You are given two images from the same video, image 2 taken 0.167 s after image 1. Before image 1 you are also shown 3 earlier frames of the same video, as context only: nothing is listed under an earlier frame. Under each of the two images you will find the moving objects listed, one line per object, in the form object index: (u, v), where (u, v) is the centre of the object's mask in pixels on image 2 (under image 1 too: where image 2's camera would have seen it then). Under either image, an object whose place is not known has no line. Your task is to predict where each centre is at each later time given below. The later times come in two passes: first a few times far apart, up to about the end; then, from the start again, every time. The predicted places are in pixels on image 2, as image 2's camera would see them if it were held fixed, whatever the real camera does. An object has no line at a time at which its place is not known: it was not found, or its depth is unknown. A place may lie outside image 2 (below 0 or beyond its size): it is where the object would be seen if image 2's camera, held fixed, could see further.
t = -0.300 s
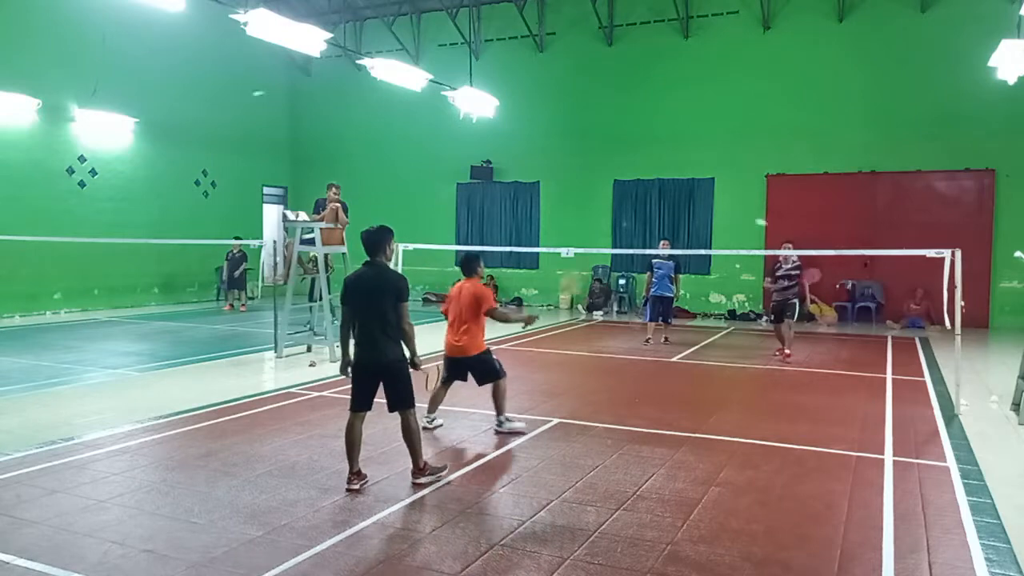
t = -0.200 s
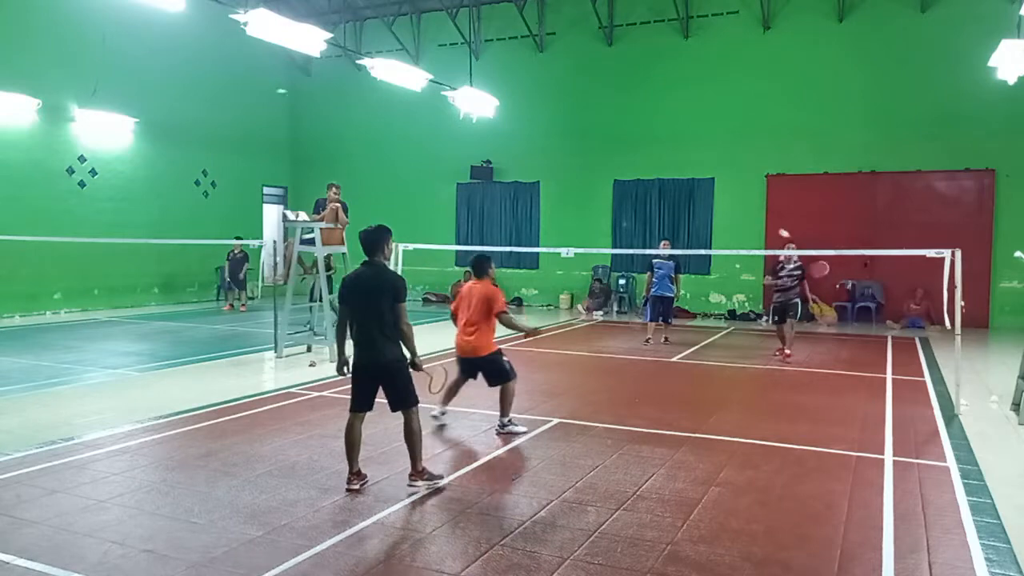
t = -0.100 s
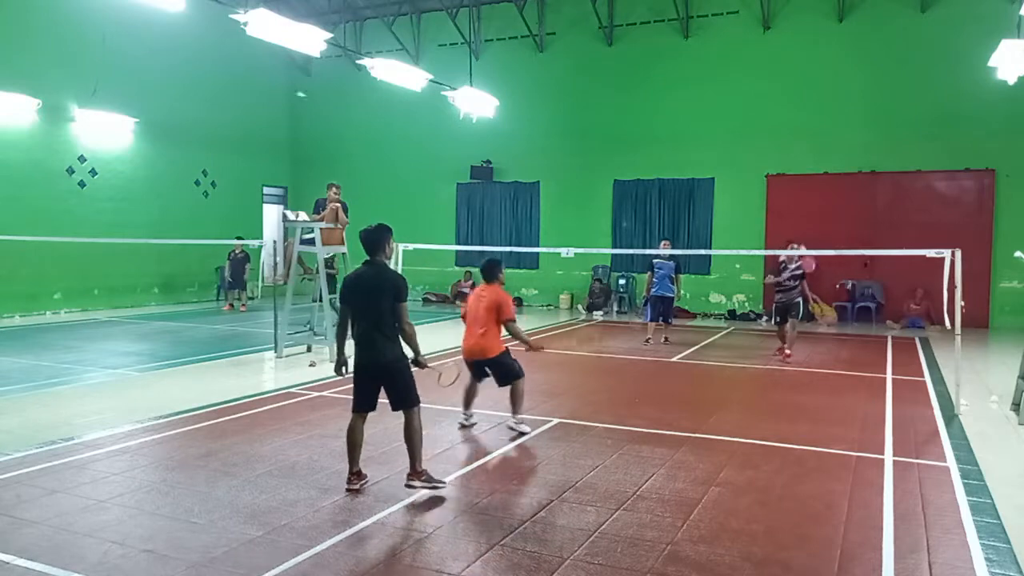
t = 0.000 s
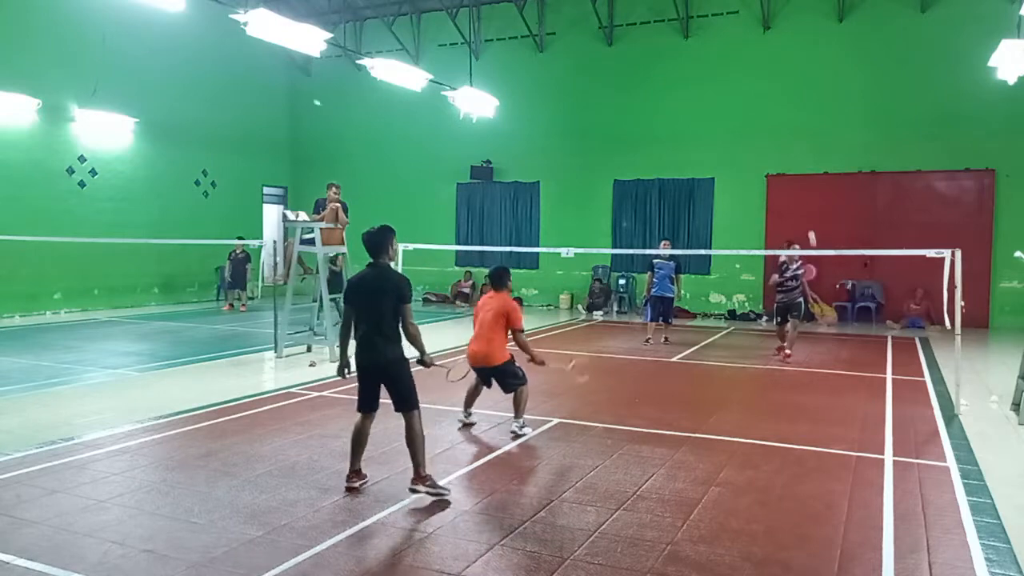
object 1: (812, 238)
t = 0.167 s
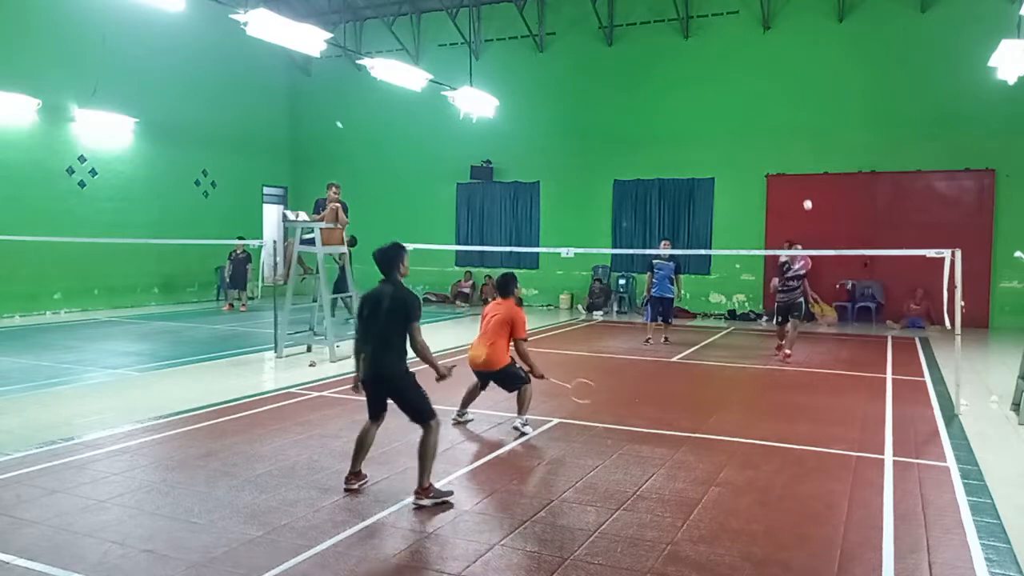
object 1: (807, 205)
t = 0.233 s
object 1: (804, 198)
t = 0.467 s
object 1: (791, 219)
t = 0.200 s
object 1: (806, 201)
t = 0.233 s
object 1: (804, 198)
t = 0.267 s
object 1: (804, 197)
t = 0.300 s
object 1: (802, 198)
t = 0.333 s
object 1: (800, 199)
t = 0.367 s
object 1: (798, 202)
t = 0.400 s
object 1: (796, 206)
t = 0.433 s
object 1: (793, 212)
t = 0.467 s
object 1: (791, 219)
